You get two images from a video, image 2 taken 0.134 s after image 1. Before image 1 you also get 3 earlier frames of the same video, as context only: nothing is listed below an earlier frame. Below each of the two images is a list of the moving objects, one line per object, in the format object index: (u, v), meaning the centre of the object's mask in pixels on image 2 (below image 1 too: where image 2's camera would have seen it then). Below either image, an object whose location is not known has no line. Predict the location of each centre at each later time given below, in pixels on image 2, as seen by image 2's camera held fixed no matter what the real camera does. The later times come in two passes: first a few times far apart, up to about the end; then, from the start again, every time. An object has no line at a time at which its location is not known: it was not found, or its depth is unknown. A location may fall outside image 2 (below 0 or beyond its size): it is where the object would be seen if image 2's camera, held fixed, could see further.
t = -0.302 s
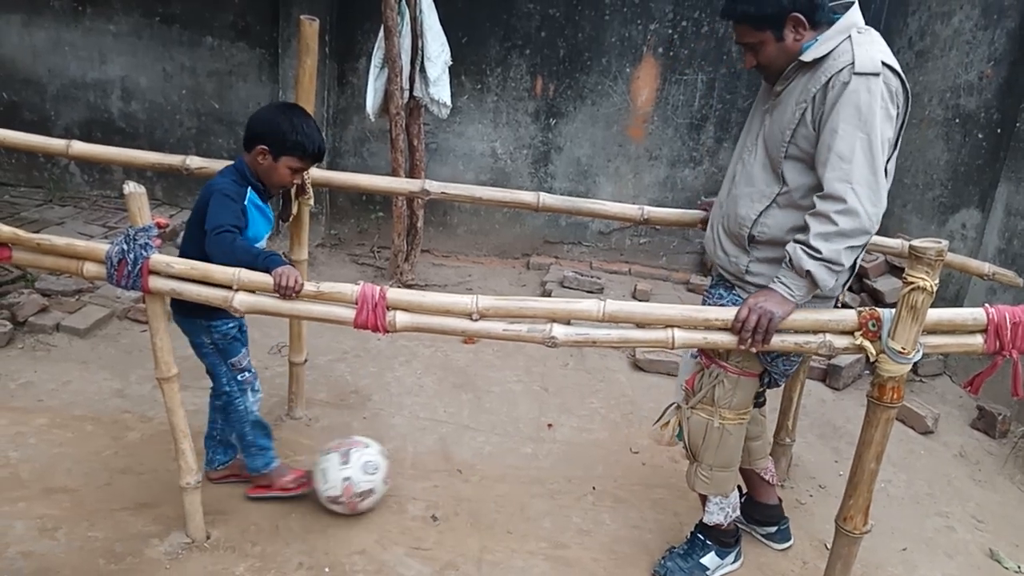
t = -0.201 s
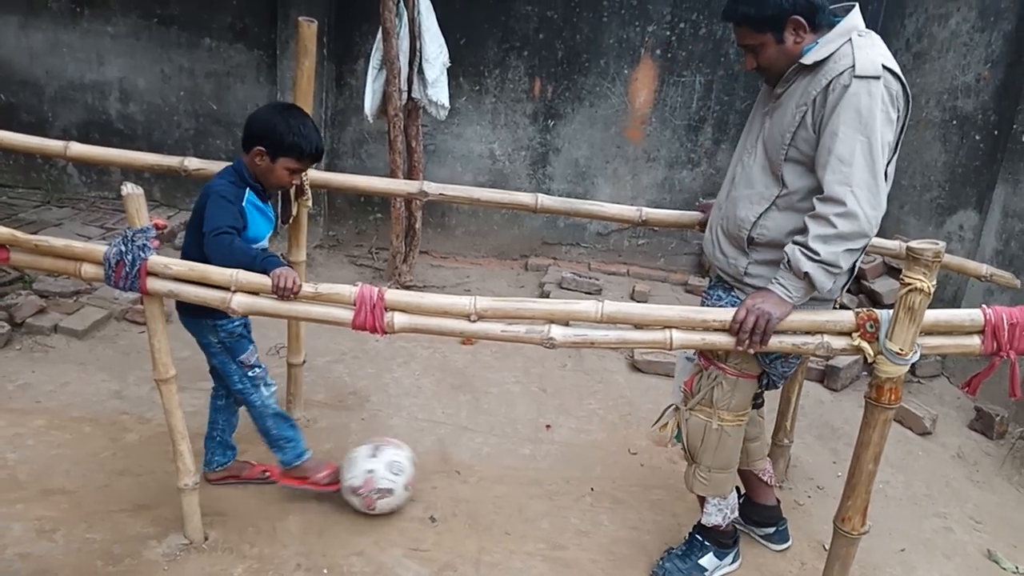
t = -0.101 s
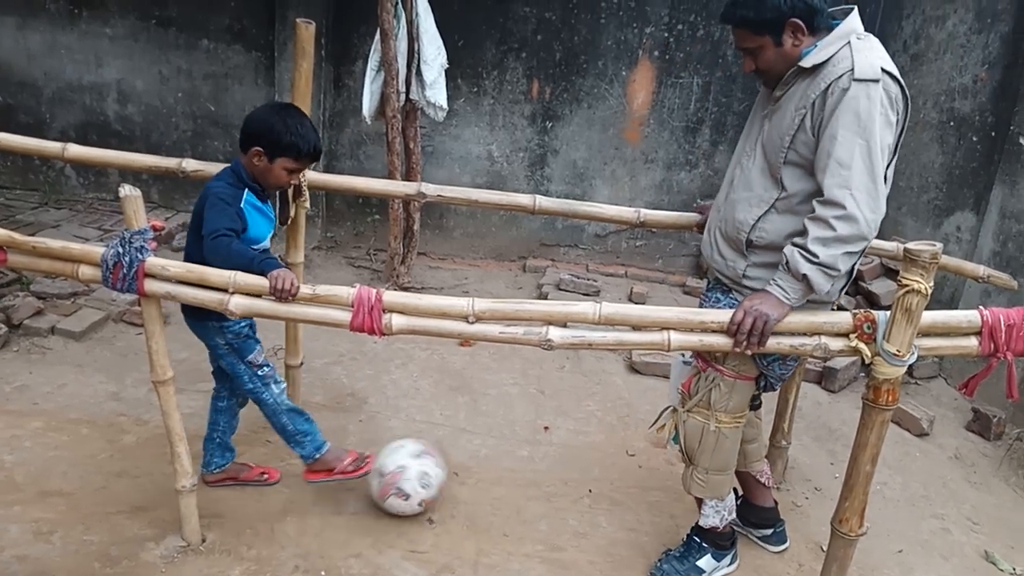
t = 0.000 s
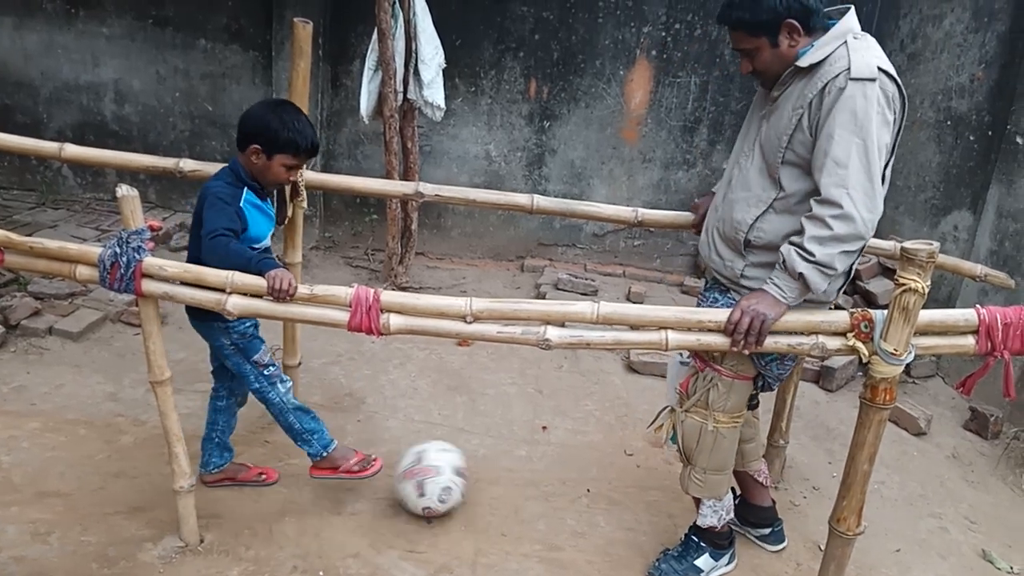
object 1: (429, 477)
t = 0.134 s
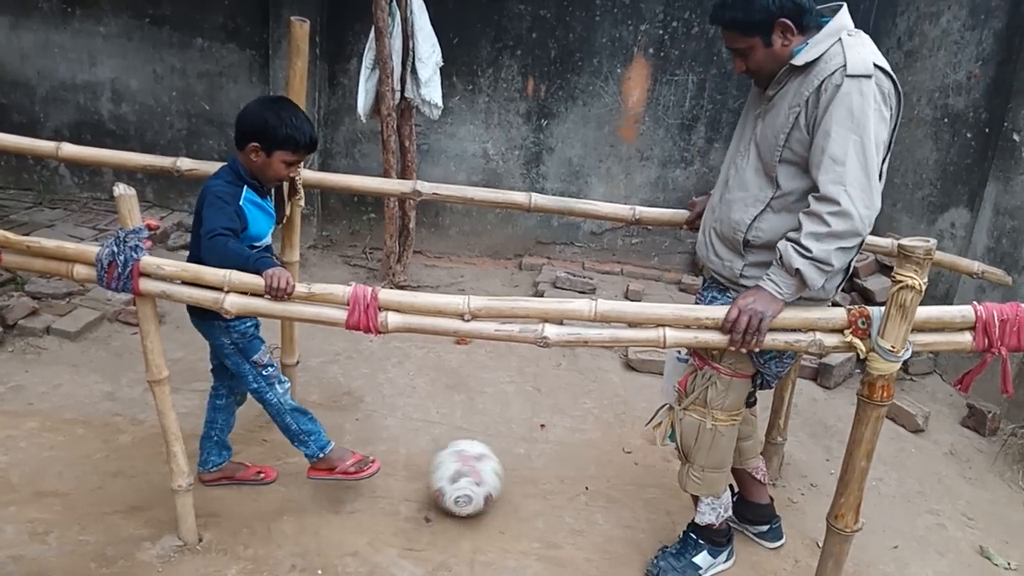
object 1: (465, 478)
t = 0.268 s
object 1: (499, 481)
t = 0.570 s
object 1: (573, 488)
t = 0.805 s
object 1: (632, 497)
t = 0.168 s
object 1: (474, 479)
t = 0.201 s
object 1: (483, 479)
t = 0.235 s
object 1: (491, 480)
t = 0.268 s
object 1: (499, 481)
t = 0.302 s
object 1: (509, 482)
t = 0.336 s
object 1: (517, 482)
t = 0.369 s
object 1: (525, 482)
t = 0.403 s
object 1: (534, 483)
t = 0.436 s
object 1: (542, 484)
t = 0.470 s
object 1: (550, 485)
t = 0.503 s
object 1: (557, 486)
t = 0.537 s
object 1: (565, 487)
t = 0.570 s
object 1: (573, 488)
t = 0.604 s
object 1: (581, 489)
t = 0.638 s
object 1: (590, 489)
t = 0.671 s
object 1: (598, 490)
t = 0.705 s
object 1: (607, 492)
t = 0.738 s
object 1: (614, 494)
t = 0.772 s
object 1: (623, 495)
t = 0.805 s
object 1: (632, 497)
